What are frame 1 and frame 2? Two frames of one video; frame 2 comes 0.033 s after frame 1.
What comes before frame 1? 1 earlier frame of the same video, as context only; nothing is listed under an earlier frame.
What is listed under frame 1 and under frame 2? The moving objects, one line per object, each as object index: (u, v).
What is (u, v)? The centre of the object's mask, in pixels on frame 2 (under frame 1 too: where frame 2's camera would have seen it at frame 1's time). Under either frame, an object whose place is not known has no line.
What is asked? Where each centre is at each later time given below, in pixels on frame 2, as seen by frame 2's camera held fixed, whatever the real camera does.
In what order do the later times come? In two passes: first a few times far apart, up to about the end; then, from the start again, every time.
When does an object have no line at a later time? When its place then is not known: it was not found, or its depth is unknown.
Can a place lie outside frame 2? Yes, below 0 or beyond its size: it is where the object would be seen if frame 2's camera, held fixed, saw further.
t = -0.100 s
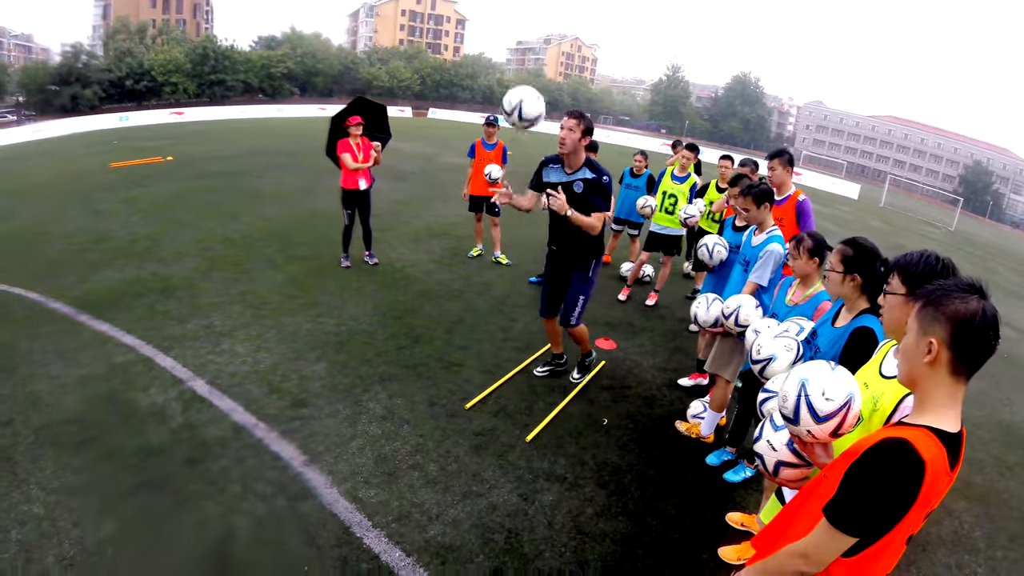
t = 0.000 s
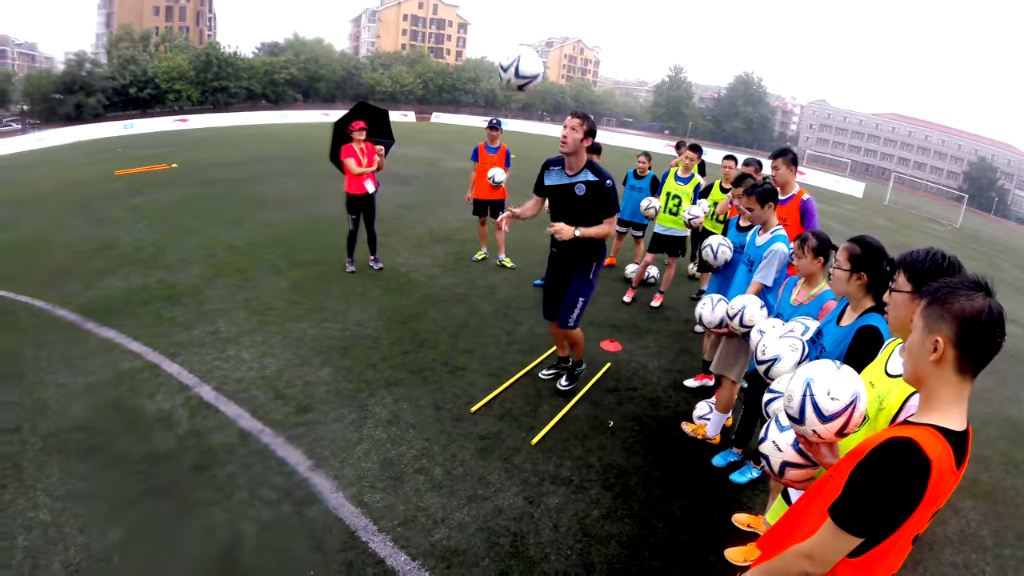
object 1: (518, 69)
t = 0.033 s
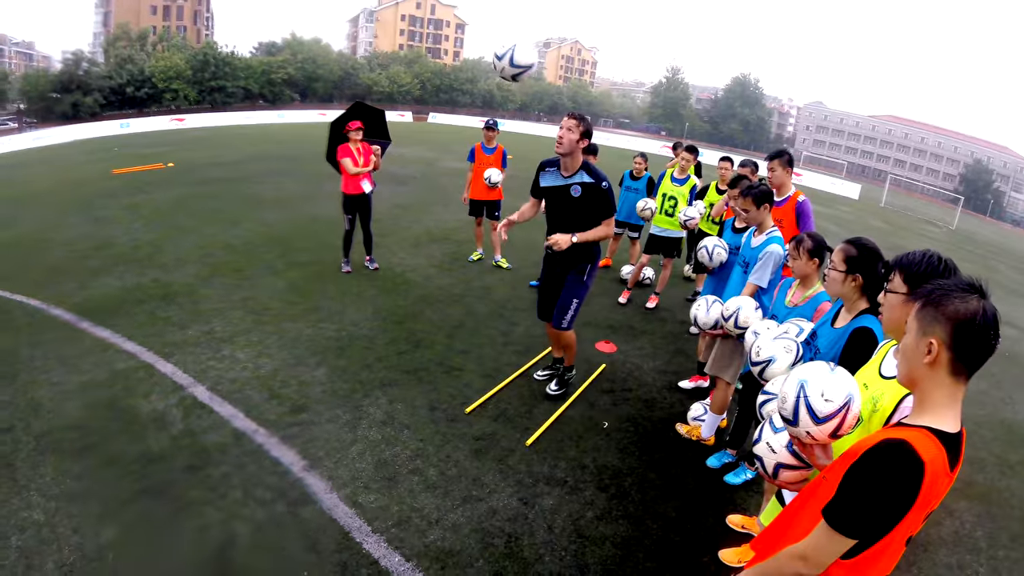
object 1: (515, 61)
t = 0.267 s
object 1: (490, 53)
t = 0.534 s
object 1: (455, 182)
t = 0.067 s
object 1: (512, 53)
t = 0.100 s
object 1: (509, 47)
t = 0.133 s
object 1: (502, 44)
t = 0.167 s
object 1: (499, 42)
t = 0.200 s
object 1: (496, 43)
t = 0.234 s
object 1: (494, 47)
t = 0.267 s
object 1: (490, 53)
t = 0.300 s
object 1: (486, 61)
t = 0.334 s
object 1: (483, 71)
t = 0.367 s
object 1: (478, 82)
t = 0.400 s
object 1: (474, 97)
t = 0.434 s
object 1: (470, 115)
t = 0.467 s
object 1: (464, 135)
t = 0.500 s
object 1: (460, 157)
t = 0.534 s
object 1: (455, 182)
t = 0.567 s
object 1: (451, 208)
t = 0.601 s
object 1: (446, 236)
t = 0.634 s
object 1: (442, 266)
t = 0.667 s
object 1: (438, 296)
